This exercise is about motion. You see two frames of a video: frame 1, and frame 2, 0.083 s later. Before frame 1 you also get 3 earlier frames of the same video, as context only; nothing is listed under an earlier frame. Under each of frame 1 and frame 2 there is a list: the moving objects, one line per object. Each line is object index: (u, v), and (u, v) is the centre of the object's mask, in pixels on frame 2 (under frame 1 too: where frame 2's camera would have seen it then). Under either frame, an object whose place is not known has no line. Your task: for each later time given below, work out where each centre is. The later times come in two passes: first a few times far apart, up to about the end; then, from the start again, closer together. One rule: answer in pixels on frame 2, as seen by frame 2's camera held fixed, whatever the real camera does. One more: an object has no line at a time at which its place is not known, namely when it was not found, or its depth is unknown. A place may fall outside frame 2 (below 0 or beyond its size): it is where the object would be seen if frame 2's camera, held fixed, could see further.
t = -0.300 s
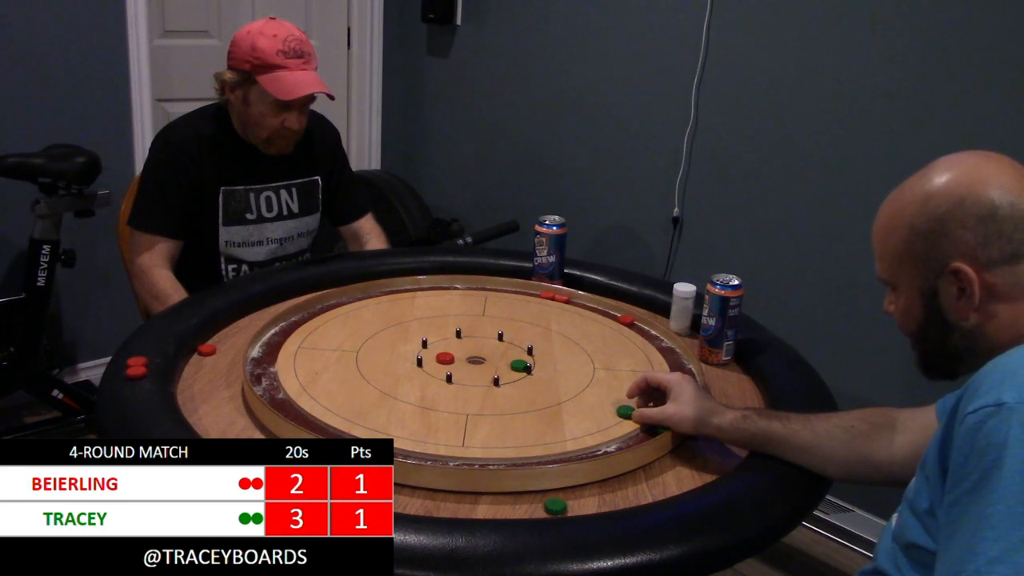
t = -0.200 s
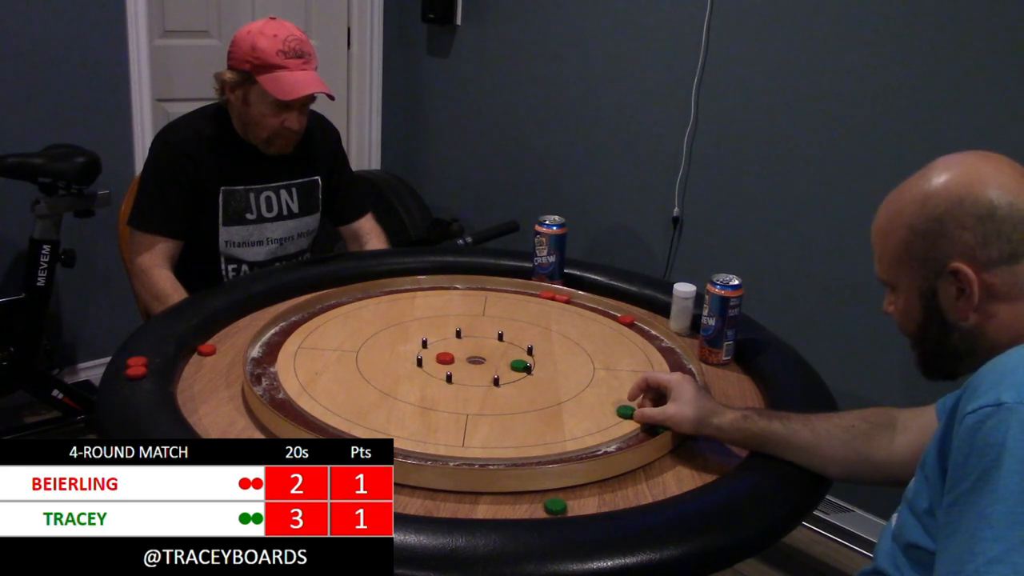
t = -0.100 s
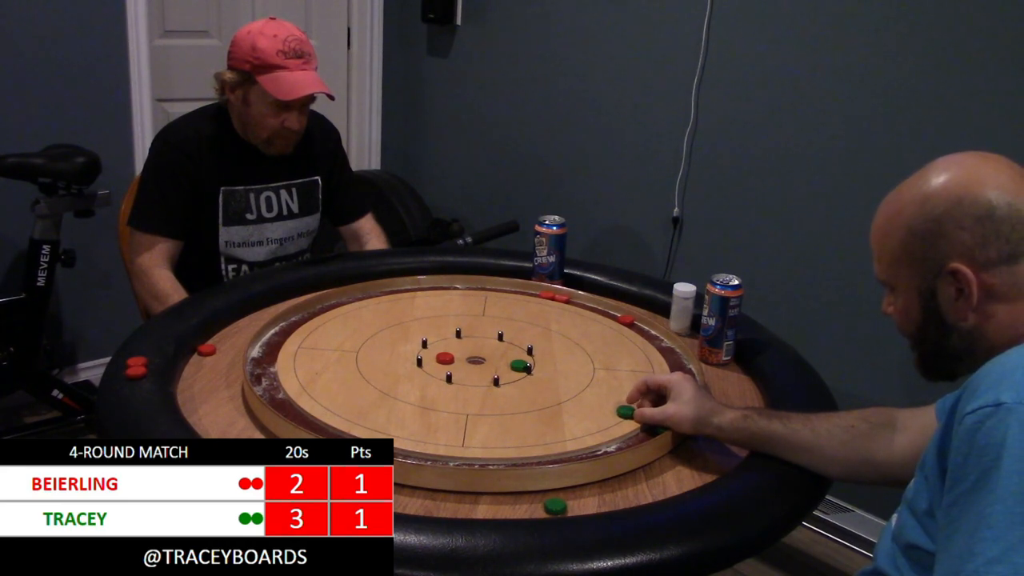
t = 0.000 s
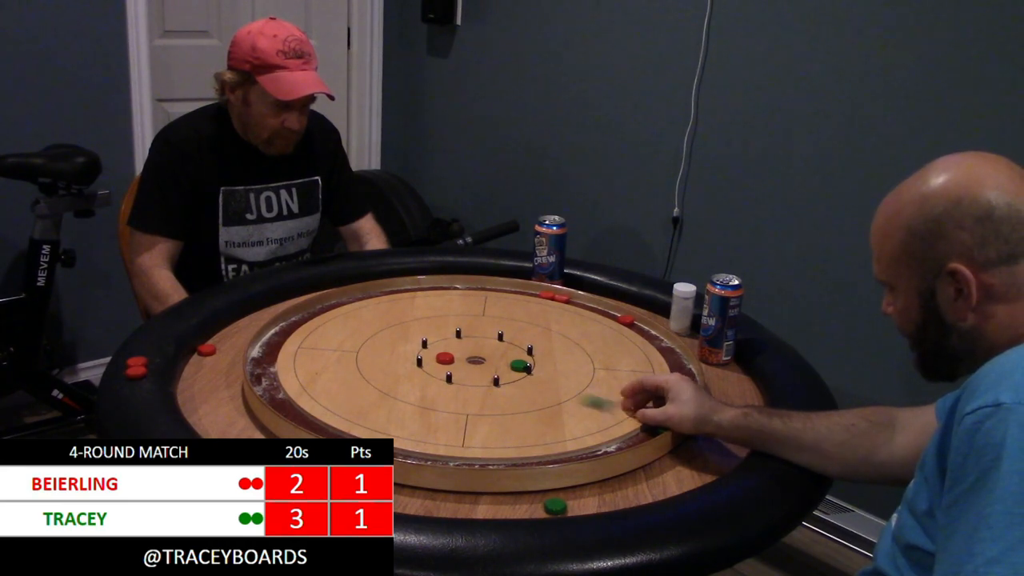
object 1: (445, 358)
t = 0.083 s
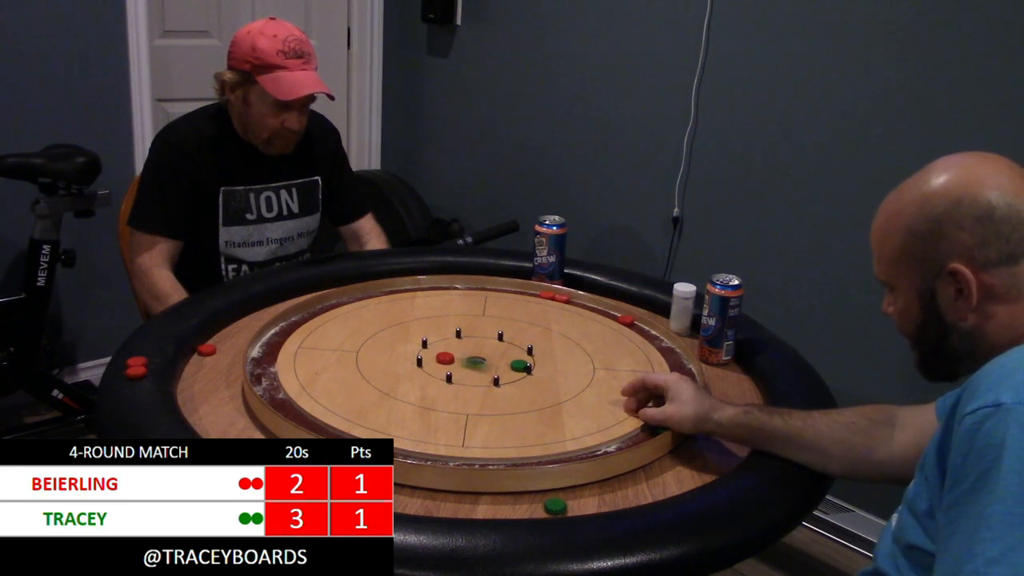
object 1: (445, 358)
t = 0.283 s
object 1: (278, 333)
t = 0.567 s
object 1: (279, 335)
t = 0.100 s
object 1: (436, 356)
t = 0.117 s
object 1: (411, 352)
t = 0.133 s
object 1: (394, 349)
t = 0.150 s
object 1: (376, 347)
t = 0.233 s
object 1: (283, 332)
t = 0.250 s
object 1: (279, 332)
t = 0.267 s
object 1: (282, 332)
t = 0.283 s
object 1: (278, 333)
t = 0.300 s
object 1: (278, 333)
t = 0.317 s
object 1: (280, 334)
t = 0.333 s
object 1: (281, 334)
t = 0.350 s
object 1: (281, 334)
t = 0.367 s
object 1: (281, 334)
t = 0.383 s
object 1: (280, 334)
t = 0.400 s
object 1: (279, 334)
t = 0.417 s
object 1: (279, 334)
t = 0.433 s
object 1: (276, 334)
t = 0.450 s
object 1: (275, 334)
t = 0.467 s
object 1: (275, 334)
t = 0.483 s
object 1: (275, 334)
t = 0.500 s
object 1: (277, 334)
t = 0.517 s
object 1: (277, 335)
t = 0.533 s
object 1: (278, 335)
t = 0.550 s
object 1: (278, 335)
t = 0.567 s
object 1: (279, 335)
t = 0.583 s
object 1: (279, 335)
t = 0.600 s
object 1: (279, 335)
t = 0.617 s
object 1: (279, 335)
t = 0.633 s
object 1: (280, 335)
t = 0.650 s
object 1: (280, 335)
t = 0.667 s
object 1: (280, 335)
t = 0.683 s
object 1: (279, 336)
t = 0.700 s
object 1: (279, 336)
